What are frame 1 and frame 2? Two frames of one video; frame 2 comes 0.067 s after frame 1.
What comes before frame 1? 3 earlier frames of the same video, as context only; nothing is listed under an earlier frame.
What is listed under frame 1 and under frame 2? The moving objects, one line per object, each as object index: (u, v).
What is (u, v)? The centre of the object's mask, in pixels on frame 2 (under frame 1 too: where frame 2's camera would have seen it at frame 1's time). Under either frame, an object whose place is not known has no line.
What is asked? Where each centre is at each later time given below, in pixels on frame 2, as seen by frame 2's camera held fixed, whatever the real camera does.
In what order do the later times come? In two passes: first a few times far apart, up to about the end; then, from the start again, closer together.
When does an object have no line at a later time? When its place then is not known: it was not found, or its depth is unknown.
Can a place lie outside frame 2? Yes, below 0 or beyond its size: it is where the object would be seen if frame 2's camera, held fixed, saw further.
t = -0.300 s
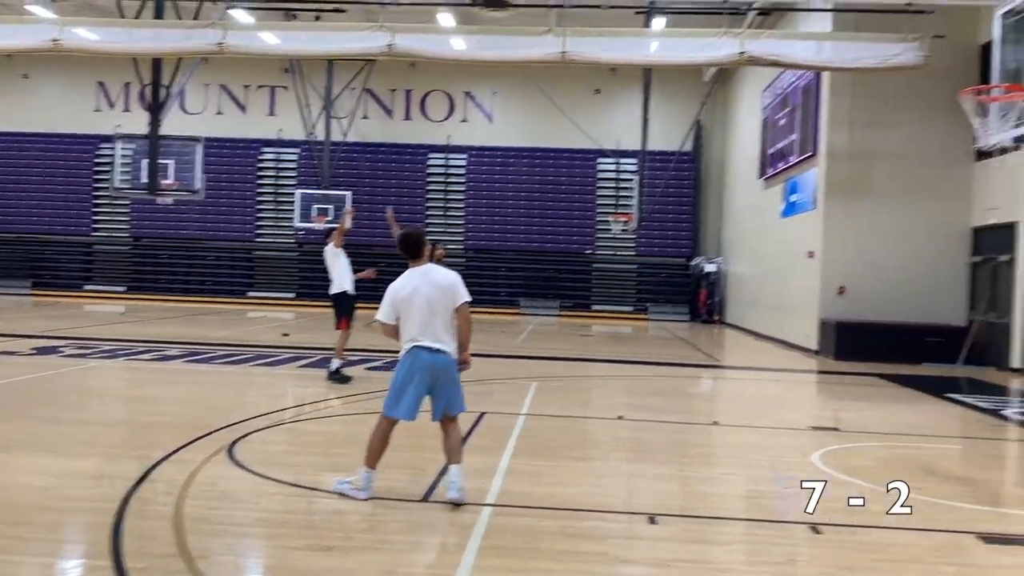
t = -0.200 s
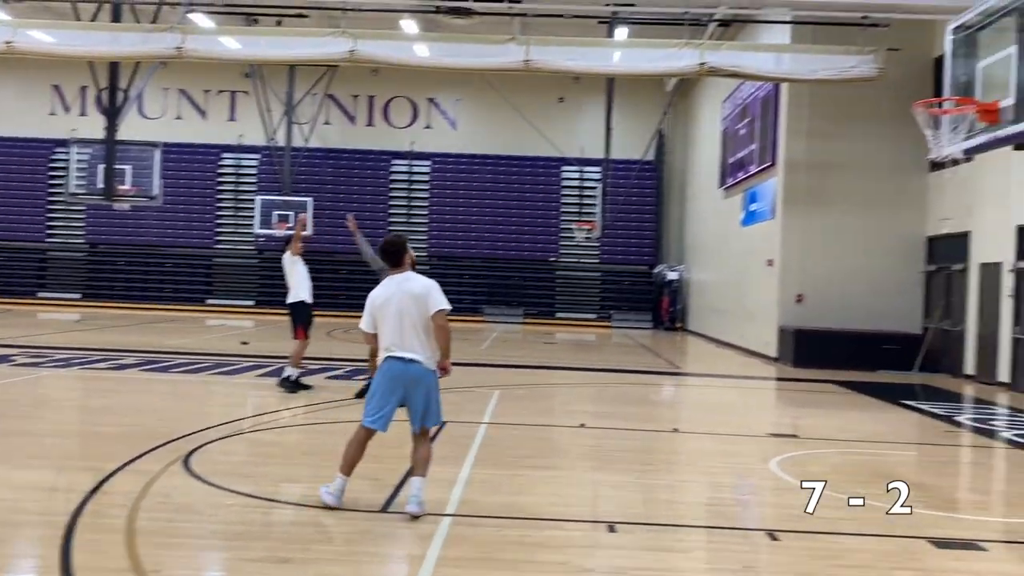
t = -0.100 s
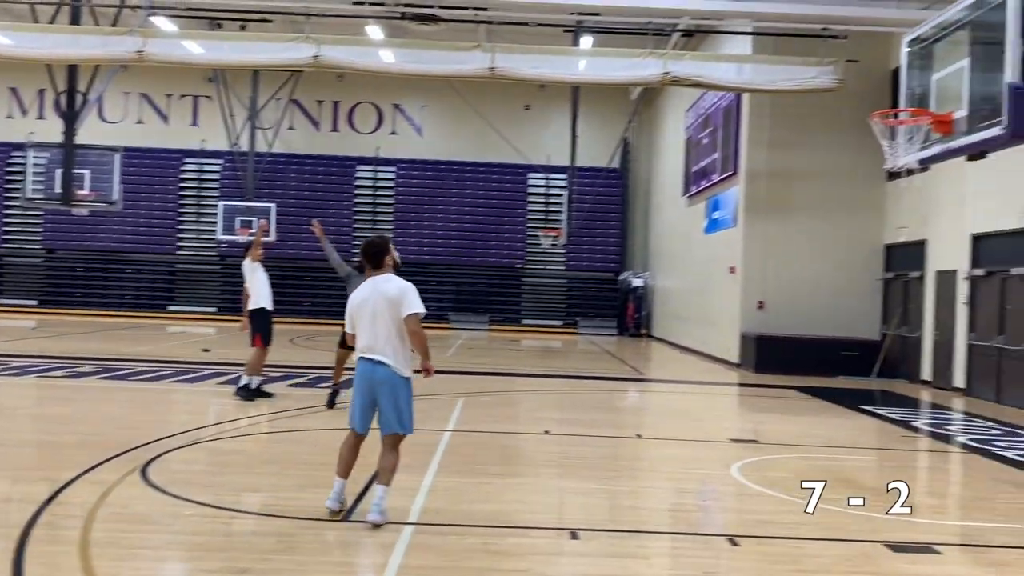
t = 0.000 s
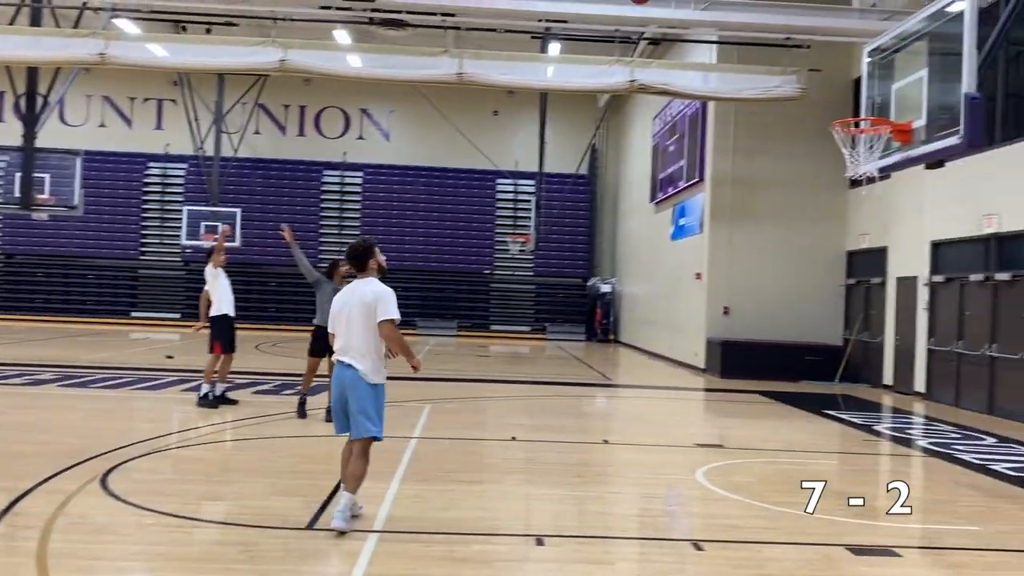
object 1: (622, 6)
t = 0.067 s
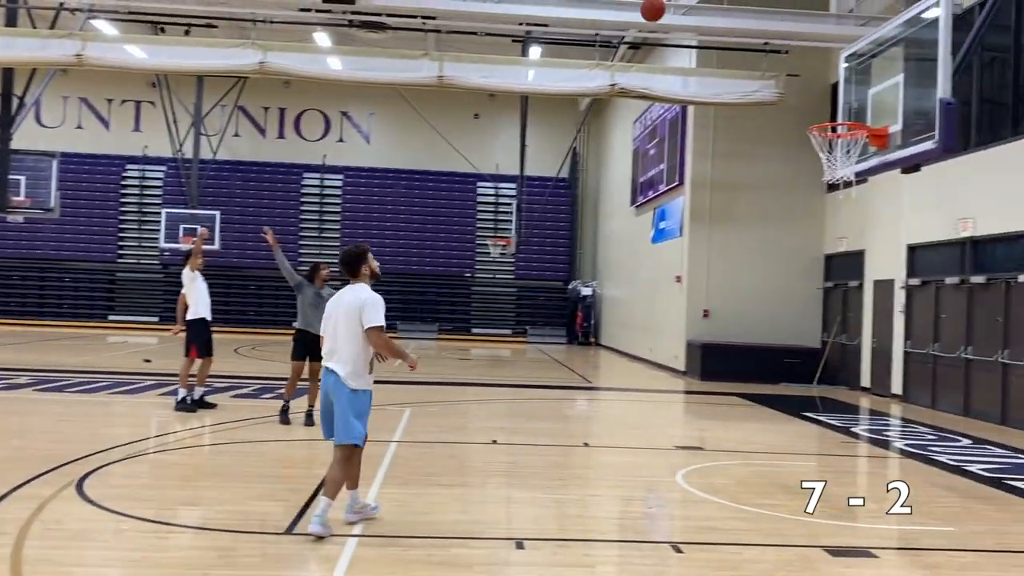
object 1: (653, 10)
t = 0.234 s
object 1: (733, 65)
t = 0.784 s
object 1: (712, 322)
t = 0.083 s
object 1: (661, 14)
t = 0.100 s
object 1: (668, 18)
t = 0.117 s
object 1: (676, 23)
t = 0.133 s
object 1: (684, 28)
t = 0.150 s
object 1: (693, 33)
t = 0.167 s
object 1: (700, 39)
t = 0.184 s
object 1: (709, 45)
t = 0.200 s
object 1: (716, 52)
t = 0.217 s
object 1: (726, 58)
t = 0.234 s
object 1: (733, 65)
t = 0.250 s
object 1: (742, 72)
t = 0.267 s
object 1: (751, 80)
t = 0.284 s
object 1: (758, 89)
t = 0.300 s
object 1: (768, 97)
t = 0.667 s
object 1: (731, 261)
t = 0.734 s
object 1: (720, 295)
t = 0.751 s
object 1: (717, 304)
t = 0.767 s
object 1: (715, 312)
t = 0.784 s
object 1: (712, 322)
